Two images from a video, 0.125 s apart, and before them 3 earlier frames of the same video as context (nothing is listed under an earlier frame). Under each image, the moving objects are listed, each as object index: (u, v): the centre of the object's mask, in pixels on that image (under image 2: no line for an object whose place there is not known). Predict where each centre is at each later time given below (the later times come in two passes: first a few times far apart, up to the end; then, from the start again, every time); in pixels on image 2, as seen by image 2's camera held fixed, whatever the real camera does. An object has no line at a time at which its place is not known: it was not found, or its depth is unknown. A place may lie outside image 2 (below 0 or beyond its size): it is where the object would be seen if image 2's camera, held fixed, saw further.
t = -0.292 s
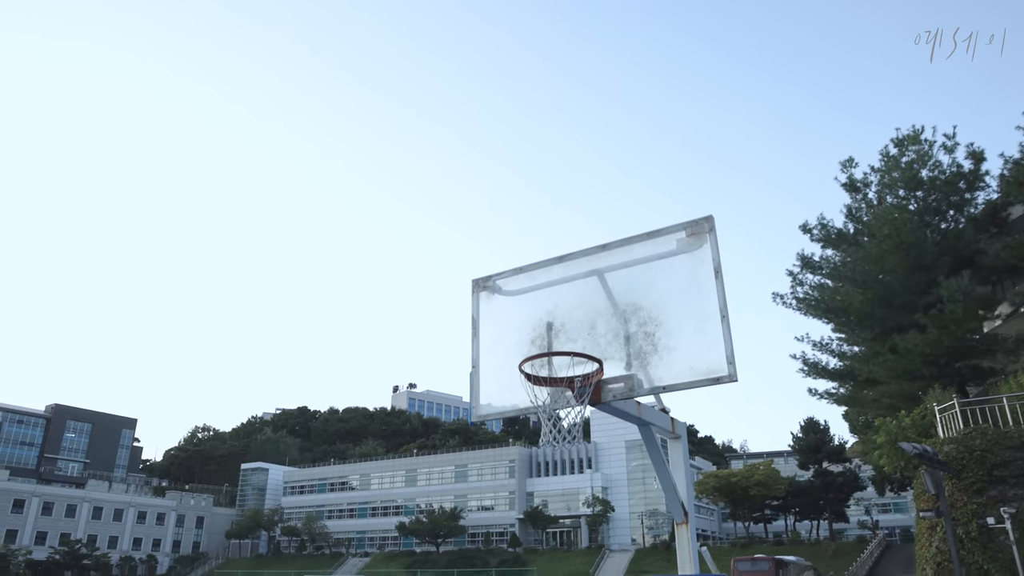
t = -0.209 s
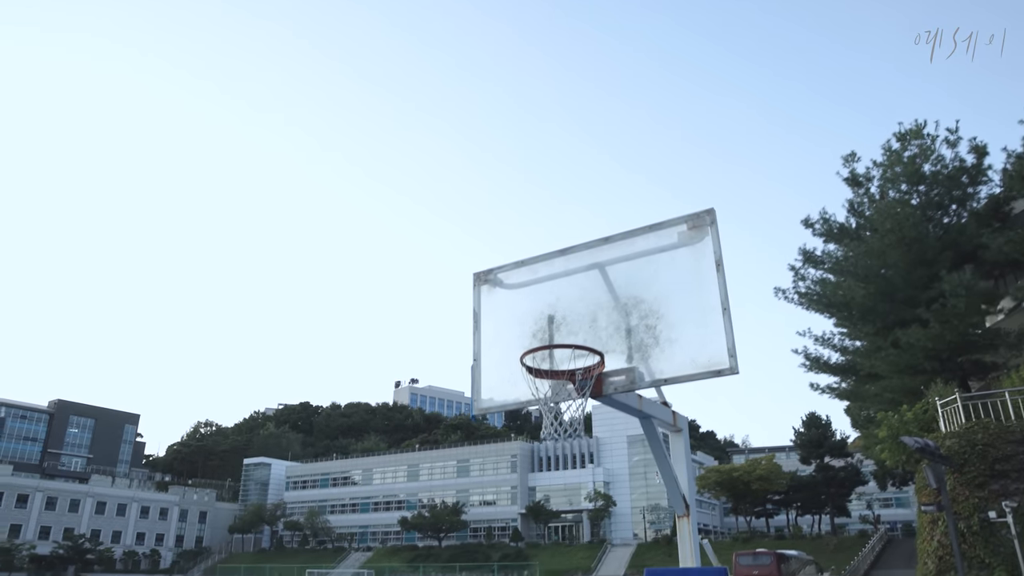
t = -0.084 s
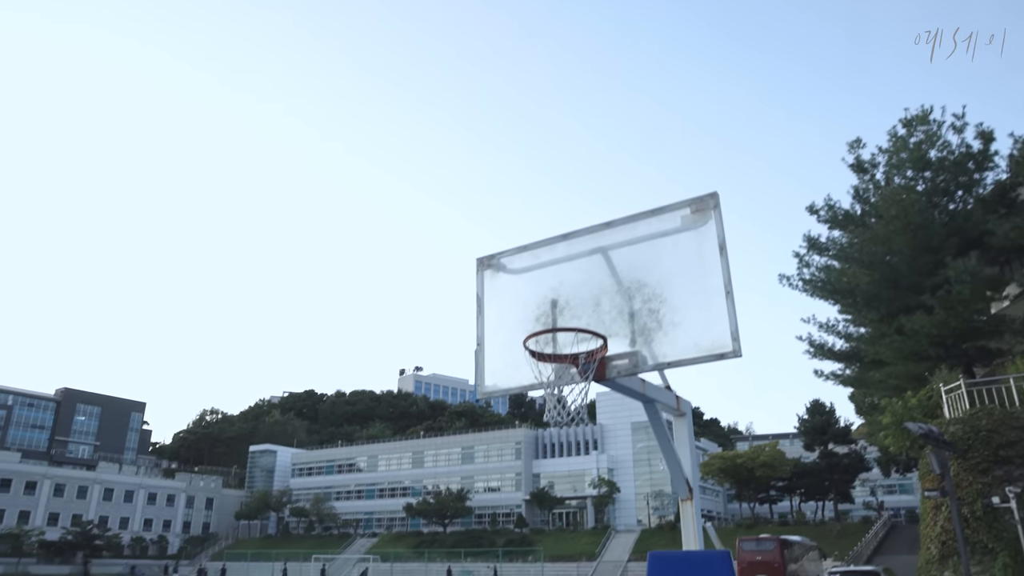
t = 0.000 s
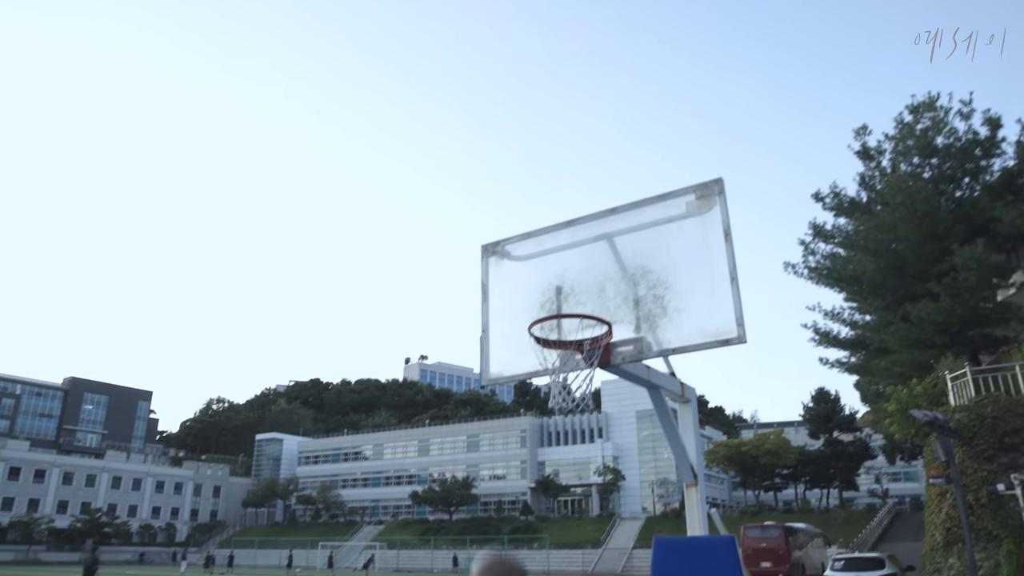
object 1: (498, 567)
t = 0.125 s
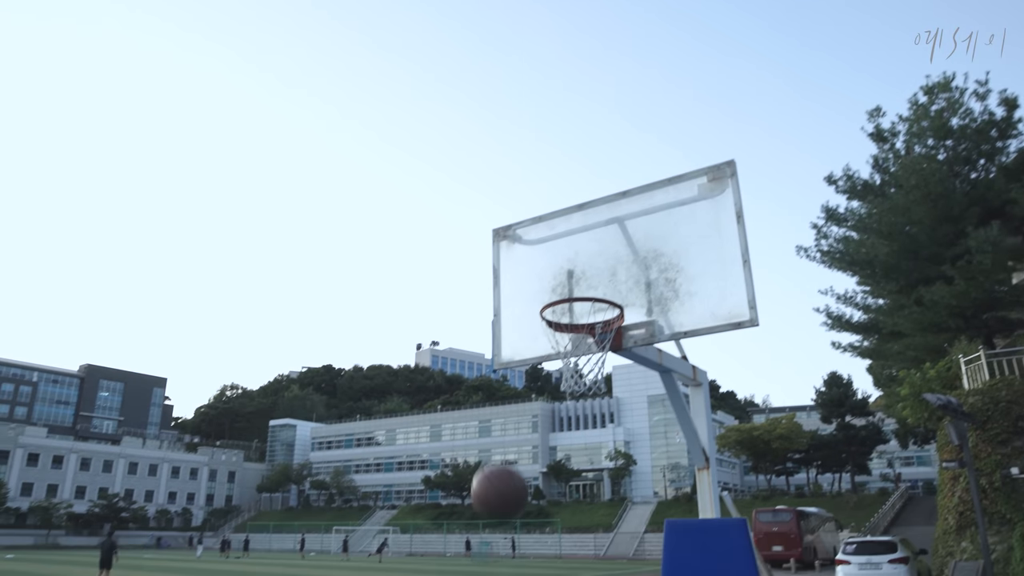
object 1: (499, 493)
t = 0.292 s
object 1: (485, 458)
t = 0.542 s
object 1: (460, 534)
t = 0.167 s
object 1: (495, 476)
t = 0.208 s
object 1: (492, 466)
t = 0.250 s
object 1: (488, 460)
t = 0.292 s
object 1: (485, 458)
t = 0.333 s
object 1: (481, 460)
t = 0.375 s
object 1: (478, 465)
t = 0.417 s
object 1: (474, 475)
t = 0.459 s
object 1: (471, 490)
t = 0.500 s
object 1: (465, 509)
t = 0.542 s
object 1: (460, 534)
